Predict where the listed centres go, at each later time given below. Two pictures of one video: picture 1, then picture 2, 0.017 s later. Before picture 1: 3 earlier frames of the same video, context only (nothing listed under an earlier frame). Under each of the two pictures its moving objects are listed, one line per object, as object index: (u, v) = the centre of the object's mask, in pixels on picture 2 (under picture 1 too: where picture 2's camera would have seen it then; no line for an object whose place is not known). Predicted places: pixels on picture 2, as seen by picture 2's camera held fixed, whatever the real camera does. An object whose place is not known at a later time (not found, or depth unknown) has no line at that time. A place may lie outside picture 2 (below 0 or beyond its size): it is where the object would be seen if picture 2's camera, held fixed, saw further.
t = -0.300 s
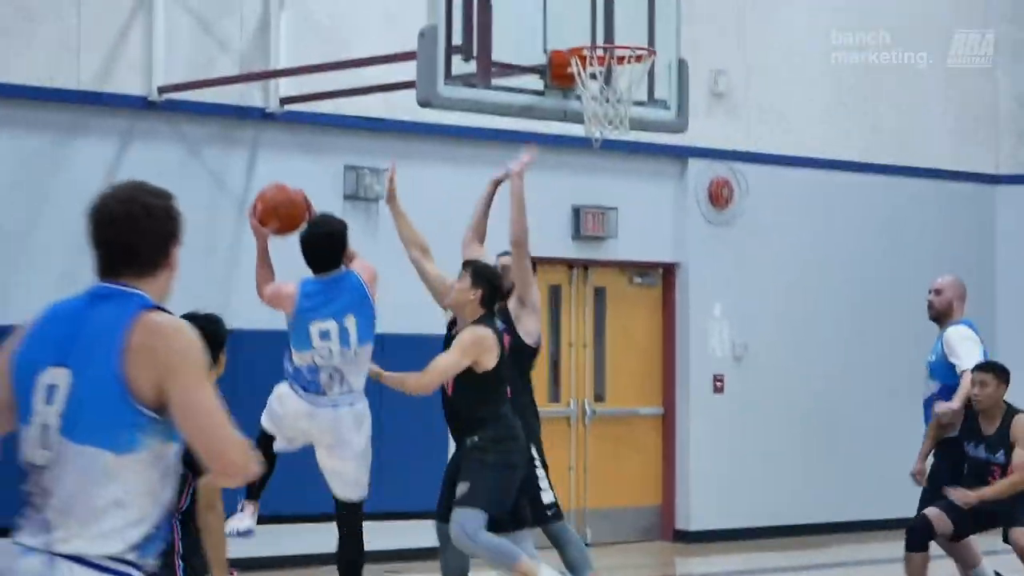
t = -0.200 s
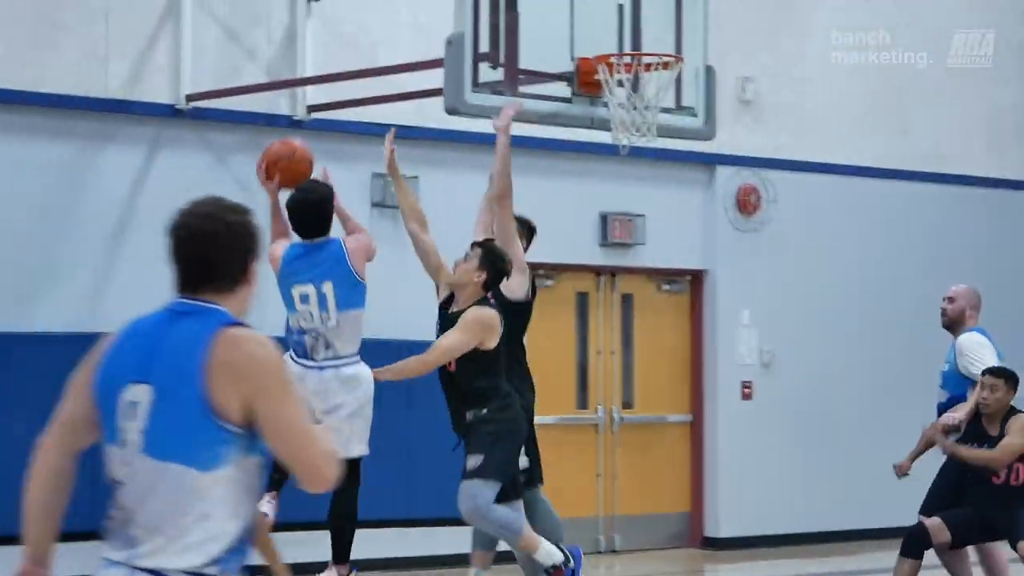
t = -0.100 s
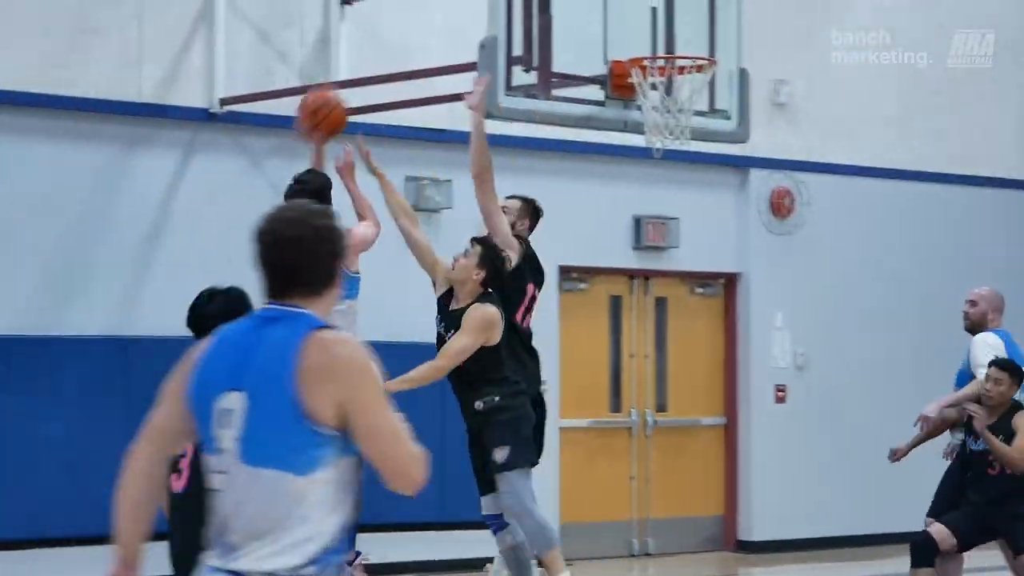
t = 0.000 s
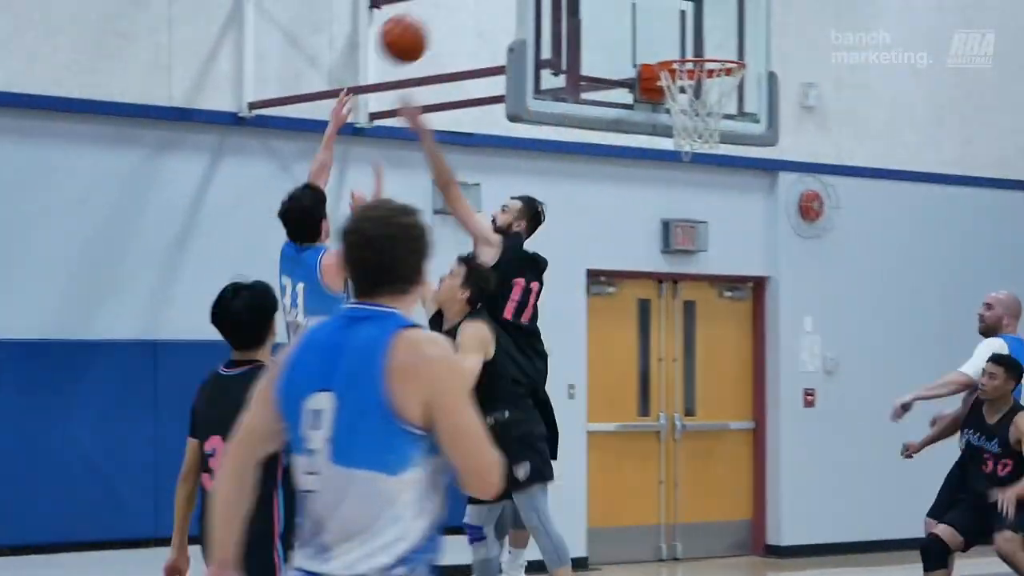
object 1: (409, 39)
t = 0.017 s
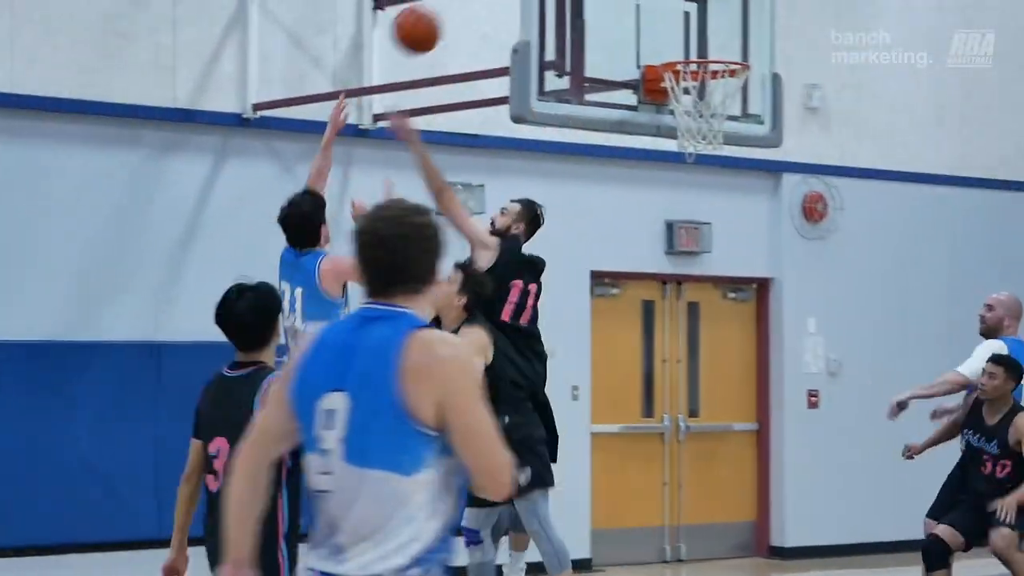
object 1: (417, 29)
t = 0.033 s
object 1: (425, 18)
